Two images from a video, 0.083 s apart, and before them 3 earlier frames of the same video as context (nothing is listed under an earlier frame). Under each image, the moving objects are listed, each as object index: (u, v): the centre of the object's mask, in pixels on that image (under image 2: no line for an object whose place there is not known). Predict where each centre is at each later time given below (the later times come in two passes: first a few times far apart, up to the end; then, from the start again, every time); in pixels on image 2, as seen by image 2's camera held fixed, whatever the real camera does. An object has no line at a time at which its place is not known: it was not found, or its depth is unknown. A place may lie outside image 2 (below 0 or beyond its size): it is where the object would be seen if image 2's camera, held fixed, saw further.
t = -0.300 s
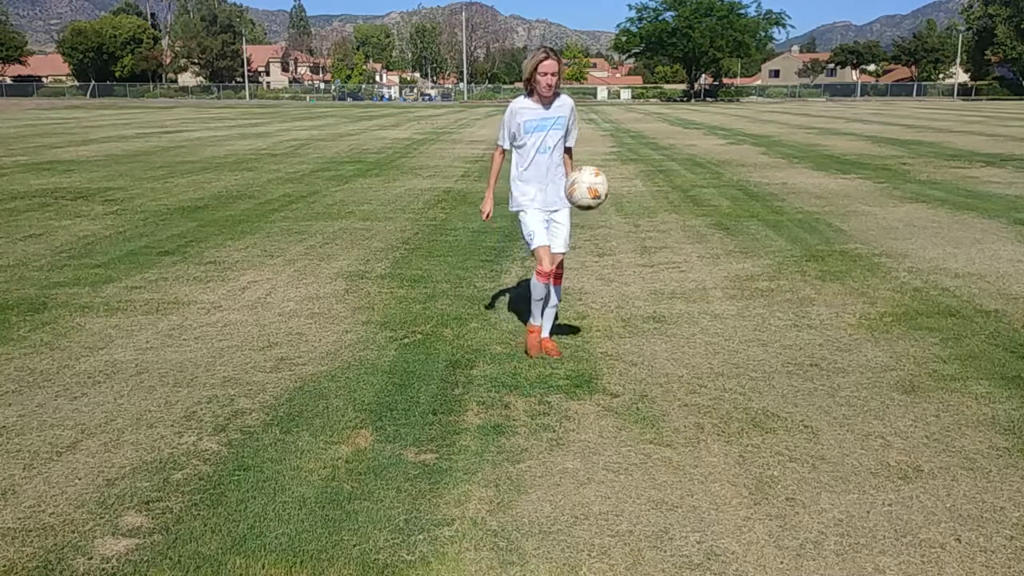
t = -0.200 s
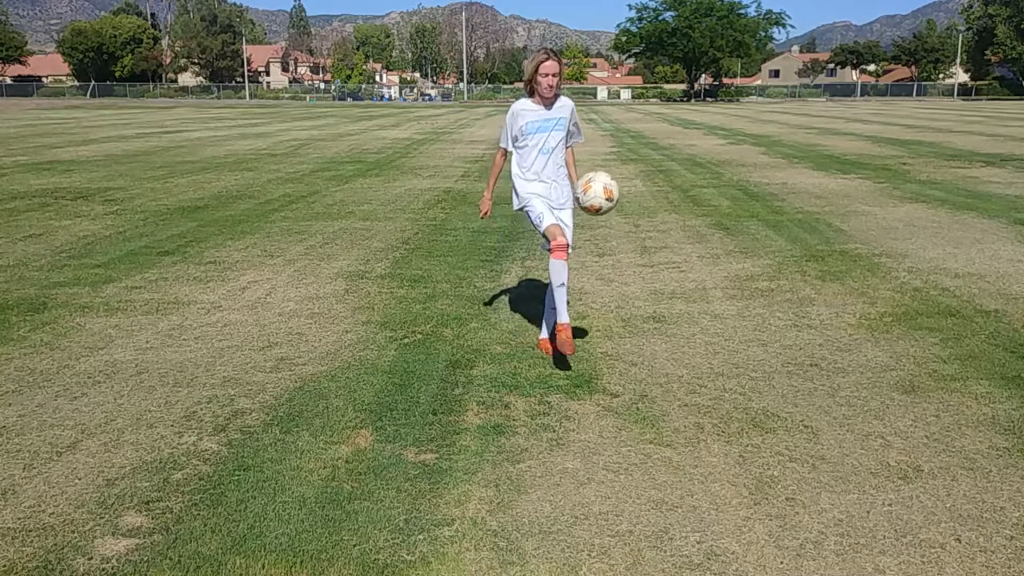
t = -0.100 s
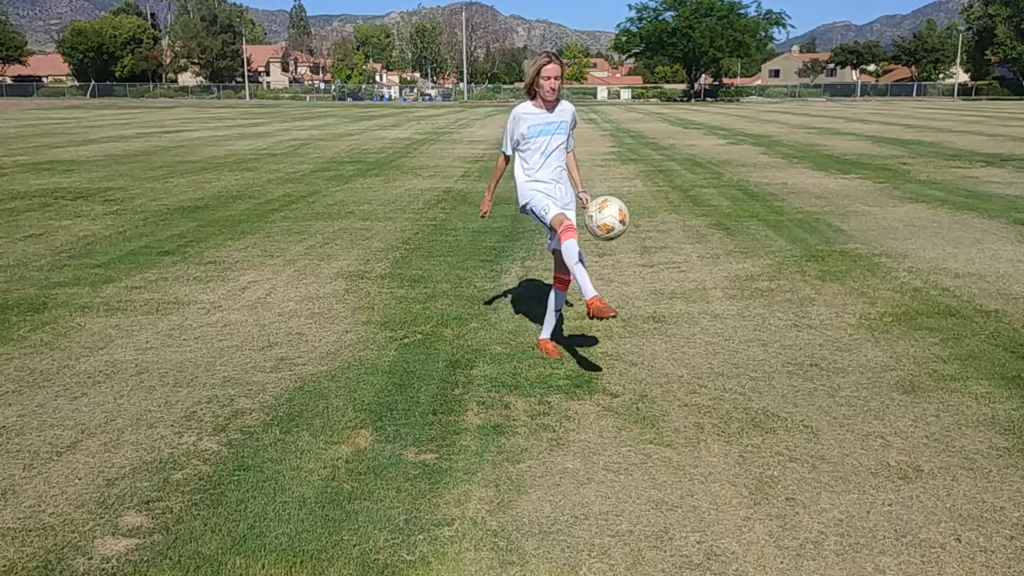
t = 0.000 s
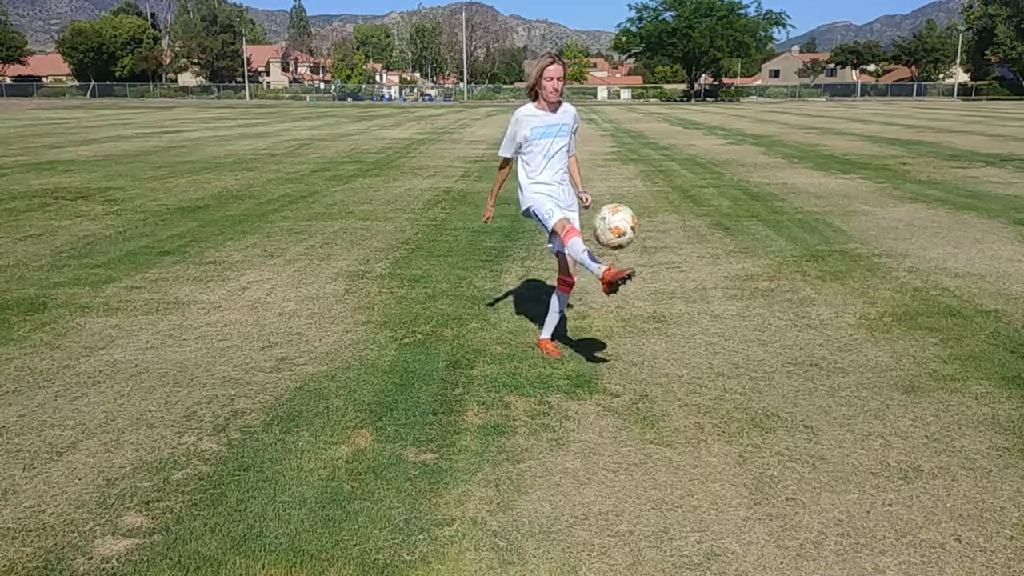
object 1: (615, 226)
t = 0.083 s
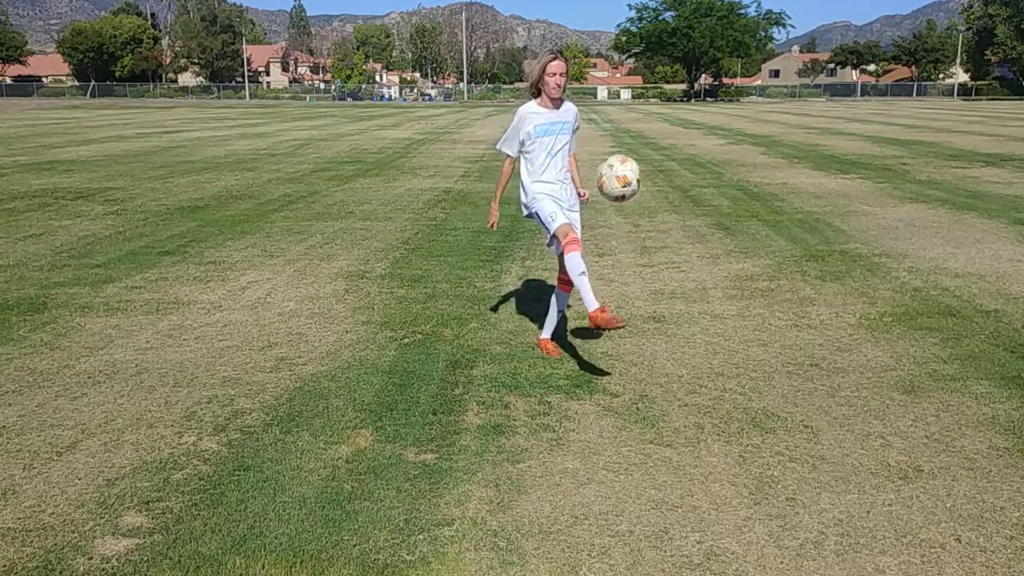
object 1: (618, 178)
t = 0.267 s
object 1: (626, 121)
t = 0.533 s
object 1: (630, 164)
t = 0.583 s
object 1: (631, 187)
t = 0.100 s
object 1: (619, 170)
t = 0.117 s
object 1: (620, 162)
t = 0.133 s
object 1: (621, 155)
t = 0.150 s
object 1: (622, 149)
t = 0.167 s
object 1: (622, 143)
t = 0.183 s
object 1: (623, 138)
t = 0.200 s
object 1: (623, 134)
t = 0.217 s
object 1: (624, 130)
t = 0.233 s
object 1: (624, 126)
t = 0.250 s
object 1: (625, 123)
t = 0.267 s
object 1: (626, 121)
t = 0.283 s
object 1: (626, 120)
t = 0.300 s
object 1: (626, 119)
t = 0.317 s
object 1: (627, 118)
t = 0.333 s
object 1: (627, 118)
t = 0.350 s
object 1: (628, 119)
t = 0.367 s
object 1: (628, 120)
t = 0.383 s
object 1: (629, 122)
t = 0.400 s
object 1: (629, 124)
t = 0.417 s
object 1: (629, 128)
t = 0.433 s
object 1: (629, 131)
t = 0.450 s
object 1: (630, 135)
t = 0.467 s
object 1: (630, 140)
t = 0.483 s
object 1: (630, 145)
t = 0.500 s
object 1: (630, 151)
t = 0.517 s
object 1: (630, 157)
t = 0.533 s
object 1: (630, 164)
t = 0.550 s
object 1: (631, 171)
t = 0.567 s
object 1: (631, 179)
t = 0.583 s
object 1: (631, 187)
